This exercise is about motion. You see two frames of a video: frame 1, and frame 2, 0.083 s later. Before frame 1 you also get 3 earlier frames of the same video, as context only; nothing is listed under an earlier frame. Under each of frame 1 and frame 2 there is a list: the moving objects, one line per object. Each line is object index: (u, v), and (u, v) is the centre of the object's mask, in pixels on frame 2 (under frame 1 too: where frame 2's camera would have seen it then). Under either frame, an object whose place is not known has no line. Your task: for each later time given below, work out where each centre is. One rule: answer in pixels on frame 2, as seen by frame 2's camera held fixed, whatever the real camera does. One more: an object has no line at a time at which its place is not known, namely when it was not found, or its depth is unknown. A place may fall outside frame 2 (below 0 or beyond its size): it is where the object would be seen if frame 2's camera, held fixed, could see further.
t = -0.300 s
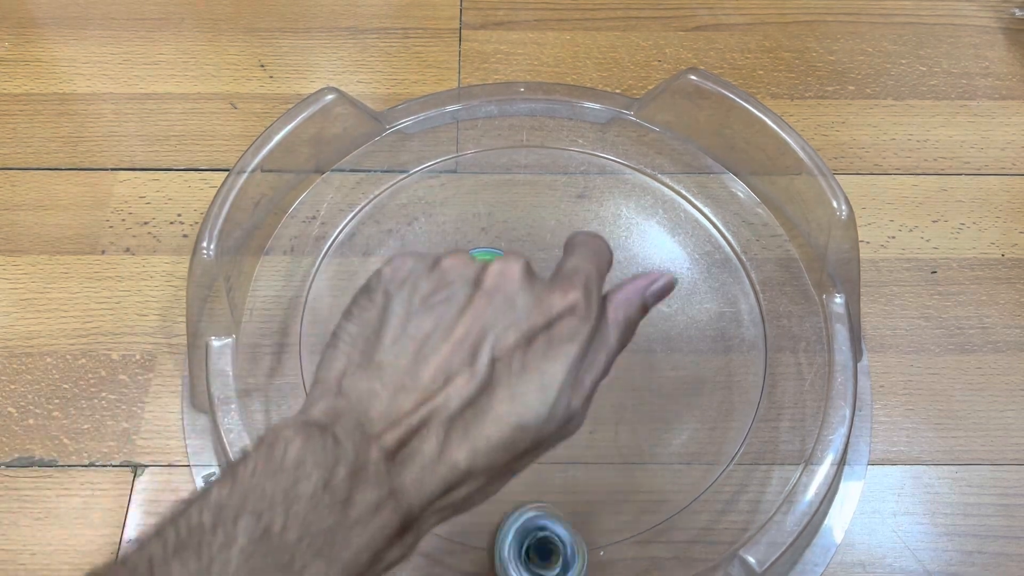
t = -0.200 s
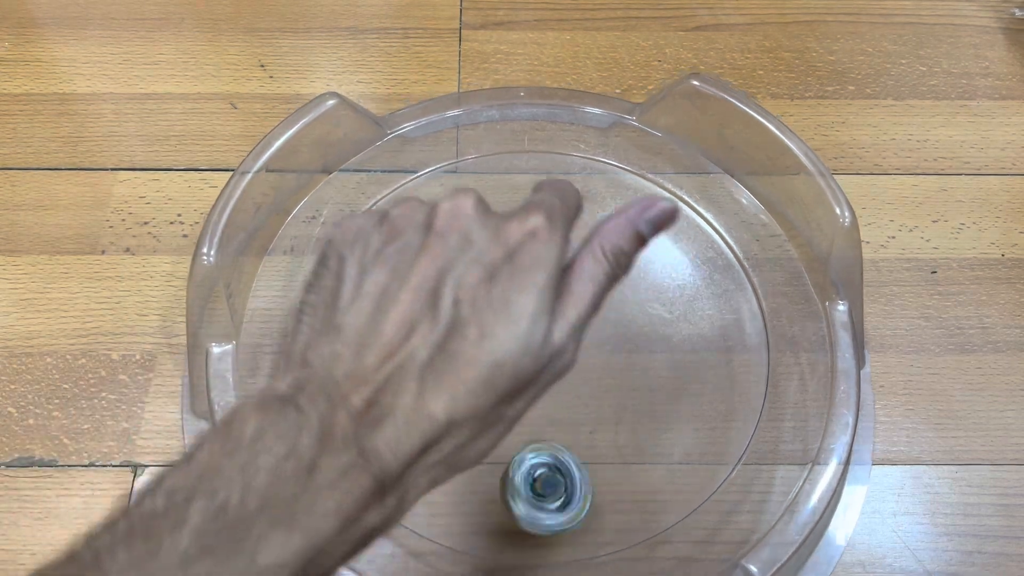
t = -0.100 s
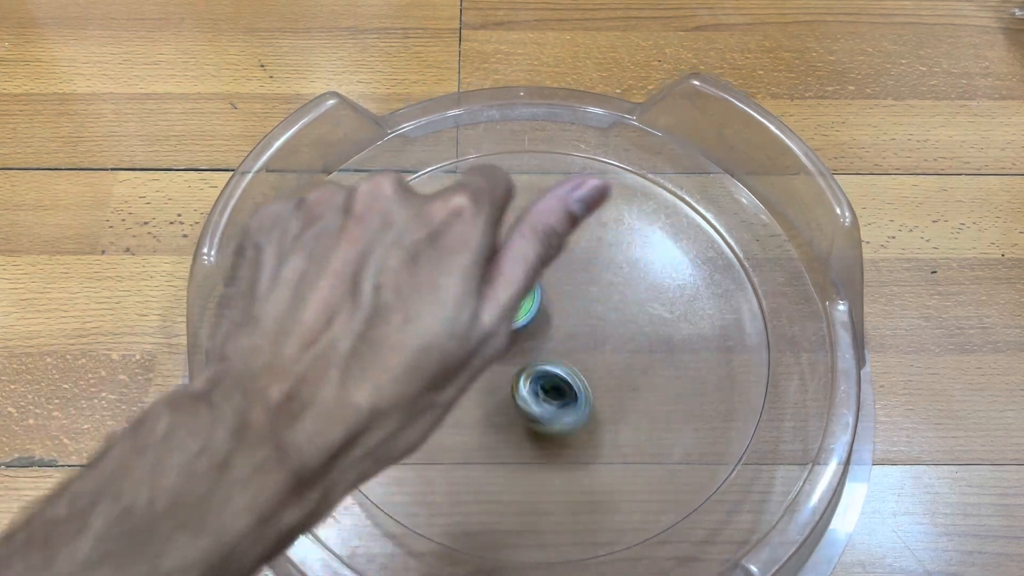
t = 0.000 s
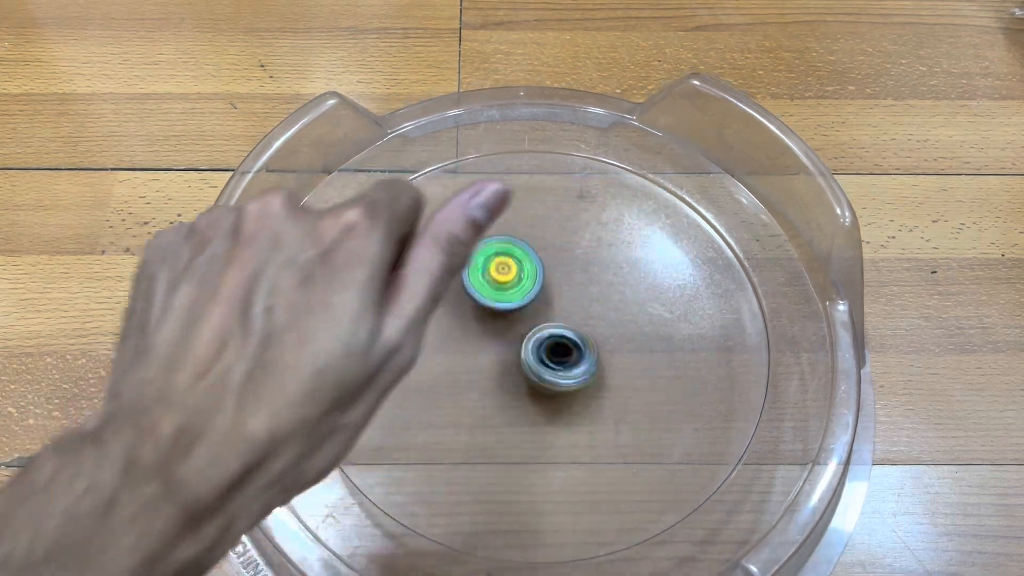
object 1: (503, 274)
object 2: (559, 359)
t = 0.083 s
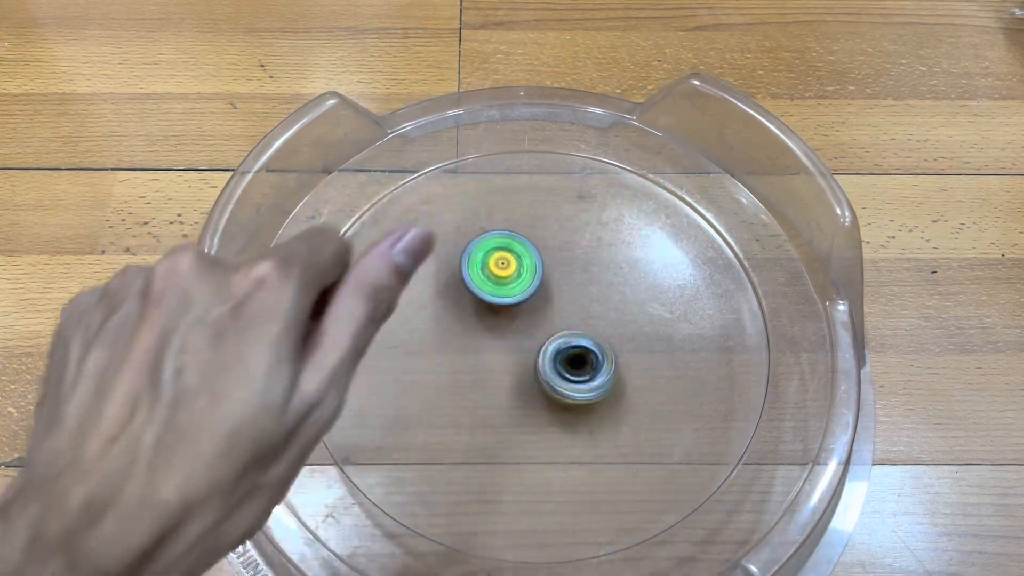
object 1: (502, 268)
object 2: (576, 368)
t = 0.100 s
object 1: (502, 268)
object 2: (581, 373)
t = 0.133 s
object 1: (501, 268)
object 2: (589, 383)
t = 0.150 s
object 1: (501, 267)
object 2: (592, 388)
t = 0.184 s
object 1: (501, 267)
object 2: (594, 399)
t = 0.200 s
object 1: (501, 266)
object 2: (594, 404)
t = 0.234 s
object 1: (501, 266)
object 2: (590, 411)
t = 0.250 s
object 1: (502, 267)
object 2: (586, 414)
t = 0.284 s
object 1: (503, 266)
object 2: (580, 415)
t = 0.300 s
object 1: (503, 266)
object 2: (575, 416)
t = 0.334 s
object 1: (504, 267)
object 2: (568, 414)
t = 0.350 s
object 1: (505, 267)
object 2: (563, 412)
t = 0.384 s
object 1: (506, 267)
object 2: (555, 405)
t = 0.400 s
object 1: (506, 267)
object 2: (550, 401)
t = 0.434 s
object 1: (508, 268)
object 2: (544, 390)
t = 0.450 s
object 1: (509, 269)
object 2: (541, 384)
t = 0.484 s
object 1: (511, 269)
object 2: (538, 370)
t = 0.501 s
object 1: (512, 270)
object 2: (537, 363)
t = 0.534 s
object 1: (514, 271)
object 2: (537, 350)
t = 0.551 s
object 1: (515, 270)
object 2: (539, 345)
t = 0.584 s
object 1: (516, 249)
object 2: (542, 354)
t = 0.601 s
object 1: (517, 242)
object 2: (543, 355)
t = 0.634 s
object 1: (517, 234)
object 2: (543, 357)
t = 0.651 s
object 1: (517, 233)
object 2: (543, 356)
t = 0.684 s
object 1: (518, 233)
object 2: (542, 356)
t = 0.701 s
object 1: (517, 233)
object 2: (543, 354)
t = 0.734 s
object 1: (516, 233)
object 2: (542, 351)
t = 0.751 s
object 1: (516, 234)
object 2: (542, 349)
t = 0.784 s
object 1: (515, 234)
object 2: (542, 345)
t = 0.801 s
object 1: (514, 234)
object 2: (542, 344)
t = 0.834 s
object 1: (512, 235)
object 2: (543, 340)
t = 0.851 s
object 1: (512, 236)
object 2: (543, 339)
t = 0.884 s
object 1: (511, 236)
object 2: (544, 334)
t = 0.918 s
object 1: (510, 237)
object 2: (545, 330)
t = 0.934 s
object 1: (509, 238)
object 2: (545, 328)
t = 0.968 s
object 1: (509, 240)
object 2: (547, 324)
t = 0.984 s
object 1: (509, 242)
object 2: (548, 323)
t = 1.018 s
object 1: (509, 244)
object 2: (550, 319)
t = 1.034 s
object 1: (509, 245)
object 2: (550, 319)
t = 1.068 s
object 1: (509, 248)
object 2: (551, 316)
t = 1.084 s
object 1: (510, 246)
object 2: (550, 318)
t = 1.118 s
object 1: (512, 243)
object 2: (546, 321)
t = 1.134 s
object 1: (513, 243)
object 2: (545, 324)
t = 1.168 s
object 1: (515, 246)
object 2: (542, 327)
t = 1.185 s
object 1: (515, 248)
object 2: (540, 327)
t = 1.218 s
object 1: (516, 249)
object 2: (535, 326)
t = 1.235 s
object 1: (517, 246)
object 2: (532, 331)
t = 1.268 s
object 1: (523, 232)
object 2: (527, 345)
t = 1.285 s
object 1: (524, 229)
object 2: (524, 351)
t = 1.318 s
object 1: (525, 227)
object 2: (514, 363)
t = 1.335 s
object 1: (525, 227)
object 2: (508, 367)
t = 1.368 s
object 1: (522, 230)
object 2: (492, 372)
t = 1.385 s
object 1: (520, 231)
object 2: (483, 373)
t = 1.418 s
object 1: (520, 233)
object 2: (465, 373)
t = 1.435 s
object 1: (520, 233)
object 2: (456, 371)
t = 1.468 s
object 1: (520, 235)
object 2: (442, 364)
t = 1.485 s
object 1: (520, 236)
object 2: (436, 359)
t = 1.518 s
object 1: (520, 237)
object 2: (426, 346)
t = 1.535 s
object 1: (520, 237)
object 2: (424, 340)
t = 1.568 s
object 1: (519, 240)
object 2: (425, 326)
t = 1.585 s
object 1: (520, 241)
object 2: (428, 320)
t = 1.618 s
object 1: (520, 243)
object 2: (438, 308)
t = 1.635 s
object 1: (520, 244)
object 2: (445, 304)
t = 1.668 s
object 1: (521, 246)
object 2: (462, 298)
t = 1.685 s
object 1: (528, 242)
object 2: (463, 300)
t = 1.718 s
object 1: (547, 233)
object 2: (464, 308)
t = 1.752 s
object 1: (559, 230)
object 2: (470, 314)
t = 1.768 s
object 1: (562, 230)
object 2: (474, 317)
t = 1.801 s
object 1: (564, 232)
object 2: (481, 324)
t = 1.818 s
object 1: (565, 234)
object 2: (485, 327)
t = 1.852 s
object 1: (567, 237)
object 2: (491, 337)
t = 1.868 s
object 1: (567, 238)
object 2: (494, 342)
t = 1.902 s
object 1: (568, 240)
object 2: (499, 353)
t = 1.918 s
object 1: (568, 241)
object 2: (501, 360)
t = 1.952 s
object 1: (569, 242)
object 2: (502, 371)
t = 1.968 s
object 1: (569, 243)
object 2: (501, 376)
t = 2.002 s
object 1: (570, 245)
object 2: (500, 385)
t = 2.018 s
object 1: (570, 246)
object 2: (499, 389)
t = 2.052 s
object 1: (571, 248)
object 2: (496, 392)
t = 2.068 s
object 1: (571, 249)
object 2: (494, 395)
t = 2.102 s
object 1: (572, 251)
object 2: (491, 396)
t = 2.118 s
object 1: (573, 252)
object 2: (491, 398)
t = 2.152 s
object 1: (573, 254)
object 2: (490, 397)
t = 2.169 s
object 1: (574, 255)
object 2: (489, 397)
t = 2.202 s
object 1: (574, 257)
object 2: (489, 395)
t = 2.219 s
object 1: (575, 259)
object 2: (489, 394)
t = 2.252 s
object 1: (579, 262)
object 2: (490, 390)
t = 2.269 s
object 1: (580, 264)
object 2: (492, 388)
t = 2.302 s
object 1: (581, 266)
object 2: (496, 383)
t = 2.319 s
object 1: (581, 267)
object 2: (498, 379)
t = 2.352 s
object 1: (582, 269)
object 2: (505, 374)
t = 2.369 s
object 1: (583, 270)
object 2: (508, 370)
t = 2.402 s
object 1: (583, 272)
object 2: (517, 365)
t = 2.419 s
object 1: (584, 274)
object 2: (522, 362)
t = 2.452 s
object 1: (585, 279)
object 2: (531, 356)
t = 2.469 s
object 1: (586, 283)
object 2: (537, 353)
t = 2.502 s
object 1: (595, 278)
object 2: (540, 359)
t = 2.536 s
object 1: (614, 260)
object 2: (532, 378)
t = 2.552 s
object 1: (621, 253)
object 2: (528, 385)
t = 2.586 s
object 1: (627, 245)
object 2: (521, 396)
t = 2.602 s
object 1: (627, 242)
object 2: (515, 400)
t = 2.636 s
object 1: (625, 242)
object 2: (507, 404)
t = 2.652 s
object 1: (623, 243)
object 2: (502, 404)
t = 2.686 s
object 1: (622, 246)
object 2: (495, 404)
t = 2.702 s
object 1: (621, 247)
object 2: (490, 402)
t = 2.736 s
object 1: (620, 248)
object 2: (485, 398)
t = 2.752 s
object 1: (619, 249)
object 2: (482, 395)
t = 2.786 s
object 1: (617, 250)
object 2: (479, 388)
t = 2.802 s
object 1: (616, 251)
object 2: (479, 385)
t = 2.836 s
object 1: (612, 253)
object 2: (479, 374)
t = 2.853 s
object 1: (610, 254)
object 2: (480, 371)
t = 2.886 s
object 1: (607, 257)
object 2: (485, 360)
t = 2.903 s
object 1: (606, 259)
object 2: (488, 355)
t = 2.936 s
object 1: (603, 263)
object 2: (497, 346)
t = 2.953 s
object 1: (602, 264)
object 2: (503, 342)
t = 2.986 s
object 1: (600, 267)
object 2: (515, 334)
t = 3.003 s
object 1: (598, 269)
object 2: (523, 332)
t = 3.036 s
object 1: (596, 272)
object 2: (538, 328)
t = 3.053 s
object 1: (608, 268)
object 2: (533, 329)
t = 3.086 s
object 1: (633, 262)
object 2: (518, 334)
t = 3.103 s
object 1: (643, 260)
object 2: (512, 334)
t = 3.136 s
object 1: (655, 258)
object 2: (502, 335)
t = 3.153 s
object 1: (657, 257)
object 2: (498, 333)
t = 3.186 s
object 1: (657, 257)
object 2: (493, 328)
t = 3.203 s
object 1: (656, 258)
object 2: (493, 323)
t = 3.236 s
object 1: (653, 260)
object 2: (496, 313)
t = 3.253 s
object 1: (650, 261)
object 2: (499, 308)
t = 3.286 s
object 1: (648, 263)
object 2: (508, 300)
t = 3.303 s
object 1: (646, 263)
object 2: (515, 296)
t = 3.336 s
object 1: (644, 264)
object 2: (526, 295)
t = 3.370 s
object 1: (641, 265)
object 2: (536, 295)
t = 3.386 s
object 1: (640, 265)
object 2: (541, 296)
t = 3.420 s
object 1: (637, 266)
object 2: (550, 300)
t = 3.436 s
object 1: (636, 266)
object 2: (553, 302)
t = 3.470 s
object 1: (632, 268)
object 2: (558, 310)
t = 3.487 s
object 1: (631, 268)
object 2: (559, 313)
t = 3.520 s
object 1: (627, 269)
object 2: (561, 321)
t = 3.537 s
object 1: (625, 270)
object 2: (560, 325)
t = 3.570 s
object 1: (621, 272)
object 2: (558, 332)
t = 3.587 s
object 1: (618, 273)
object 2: (556, 337)
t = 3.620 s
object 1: (614, 275)
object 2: (550, 344)
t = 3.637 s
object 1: (611, 276)
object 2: (546, 346)
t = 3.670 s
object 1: (606, 279)
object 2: (538, 348)
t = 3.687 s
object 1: (604, 280)
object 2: (534, 349)
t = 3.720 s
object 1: (599, 283)
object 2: (526, 348)
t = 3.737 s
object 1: (596, 285)
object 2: (522, 347)
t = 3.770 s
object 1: (590, 289)
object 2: (517, 344)
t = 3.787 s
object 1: (588, 291)
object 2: (515, 342)
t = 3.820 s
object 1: (583, 294)
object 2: (512, 337)
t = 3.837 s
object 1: (586, 295)
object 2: (506, 334)
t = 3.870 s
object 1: (602, 299)
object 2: (484, 325)
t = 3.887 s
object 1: (607, 300)
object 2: (475, 319)
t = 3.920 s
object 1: (610, 302)
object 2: (460, 308)
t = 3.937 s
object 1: (608, 304)
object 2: (456, 300)
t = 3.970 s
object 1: (605, 309)
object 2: (448, 285)
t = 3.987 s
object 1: (603, 312)
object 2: (449, 277)
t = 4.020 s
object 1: (600, 315)
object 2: (453, 262)
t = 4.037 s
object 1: (599, 316)
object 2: (458, 256)
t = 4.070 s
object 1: (596, 317)
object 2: (471, 245)
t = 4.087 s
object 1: (595, 317)
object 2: (479, 241)
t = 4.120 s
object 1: (592, 319)
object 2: (497, 239)
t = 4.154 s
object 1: (588, 320)
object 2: (515, 242)
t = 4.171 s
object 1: (587, 321)
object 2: (524, 246)
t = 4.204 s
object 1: (583, 324)
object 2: (539, 257)
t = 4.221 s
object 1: (581, 328)
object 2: (545, 260)
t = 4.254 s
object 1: (575, 353)
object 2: (560, 248)
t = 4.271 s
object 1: (573, 362)
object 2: (568, 245)
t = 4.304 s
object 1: (570, 377)
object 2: (579, 243)
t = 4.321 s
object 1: (569, 383)
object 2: (584, 243)
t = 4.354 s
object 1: (568, 391)
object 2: (595, 247)
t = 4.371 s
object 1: (566, 393)
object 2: (601, 251)
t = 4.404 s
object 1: (564, 396)
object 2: (611, 262)
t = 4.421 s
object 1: (563, 398)
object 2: (613, 269)
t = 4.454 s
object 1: (561, 400)
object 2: (616, 284)
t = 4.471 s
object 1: (560, 401)
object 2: (615, 291)
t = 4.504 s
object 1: (558, 403)
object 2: (609, 306)
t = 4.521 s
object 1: (556, 404)
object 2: (604, 314)
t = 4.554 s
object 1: (553, 405)
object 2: (591, 328)
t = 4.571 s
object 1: (552, 406)
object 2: (580, 334)
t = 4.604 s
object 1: (534, 430)
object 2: (573, 320)
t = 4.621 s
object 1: (522, 446)
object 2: (574, 309)
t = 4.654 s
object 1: (503, 469)
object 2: (576, 290)
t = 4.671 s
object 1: (496, 478)
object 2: (579, 281)
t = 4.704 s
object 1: (487, 490)
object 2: (586, 265)
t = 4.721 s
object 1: (484, 493)
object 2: (592, 258)
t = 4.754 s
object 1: (481, 497)
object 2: (605, 247)
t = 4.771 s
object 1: (479, 499)
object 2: (612, 243)
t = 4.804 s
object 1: (475, 501)
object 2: (629, 240)
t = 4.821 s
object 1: (473, 503)
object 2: (636, 241)
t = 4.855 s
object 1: (469, 505)
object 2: (646, 248)
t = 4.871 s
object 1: (467, 506)
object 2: (649, 254)
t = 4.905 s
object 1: (462, 508)
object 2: (650, 266)
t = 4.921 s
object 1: (460, 508)
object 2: (648, 270)
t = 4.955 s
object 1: (457, 509)
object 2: (640, 280)
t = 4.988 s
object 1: (454, 508)
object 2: (629, 290)
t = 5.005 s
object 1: (453, 507)
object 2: (624, 293)
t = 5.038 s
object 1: (451, 504)
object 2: (609, 300)
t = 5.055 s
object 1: (451, 502)
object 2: (600, 303)
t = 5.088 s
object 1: (448, 499)
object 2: (581, 307)
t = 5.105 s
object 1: (446, 497)
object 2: (571, 308)
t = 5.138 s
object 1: (442, 493)
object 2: (552, 307)
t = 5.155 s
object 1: (440, 492)
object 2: (543, 306)
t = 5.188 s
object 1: (437, 489)
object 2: (522, 301)
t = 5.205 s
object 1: (436, 488)
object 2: (510, 296)
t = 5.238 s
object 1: (433, 485)
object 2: (493, 284)
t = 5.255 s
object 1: (432, 482)
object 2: (487, 277)
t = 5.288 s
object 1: (430, 477)
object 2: (476, 260)
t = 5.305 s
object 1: (429, 474)
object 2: (472, 252)
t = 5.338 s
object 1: (427, 469)
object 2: (470, 234)
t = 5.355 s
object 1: (427, 466)
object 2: (470, 226)
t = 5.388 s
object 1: (425, 461)
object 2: (477, 211)
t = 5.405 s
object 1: (425, 458)
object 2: (483, 206)
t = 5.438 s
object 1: (424, 452)
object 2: (497, 199)
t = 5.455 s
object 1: (424, 450)
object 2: (504, 198)
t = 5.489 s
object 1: (425, 443)
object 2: (520, 203)
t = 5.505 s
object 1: (426, 440)
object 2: (528, 209)
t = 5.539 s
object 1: (427, 433)
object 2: (538, 224)
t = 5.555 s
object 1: (428, 429)
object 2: (542, 233)
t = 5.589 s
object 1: (430, 423)
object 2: (546, 252)
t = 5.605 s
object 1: (433, 420)
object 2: (545, 261)
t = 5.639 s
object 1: (438, 414)
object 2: (541, 281)
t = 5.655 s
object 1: (440, 412)
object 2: (538, 291)
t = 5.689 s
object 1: (445, 404)
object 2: (528, 308)
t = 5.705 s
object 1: (448, 400)
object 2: (520, 316)
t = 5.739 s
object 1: (451, 390)
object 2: (505, 331)
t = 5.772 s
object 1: (414, 391)
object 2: (528, 330)
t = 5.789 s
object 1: (397, 390)
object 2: (541, 332)
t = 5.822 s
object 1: (369, 388)
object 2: (564, 335)
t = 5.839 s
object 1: (359, 387)
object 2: (572, 337)
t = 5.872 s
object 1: (351, 382)
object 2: (585, 342)
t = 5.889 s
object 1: (351, 380)
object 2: (588, 345)
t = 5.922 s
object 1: (354, 376)
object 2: (591, 353)
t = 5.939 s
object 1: (355, 374)
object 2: (591, 359)
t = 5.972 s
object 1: (360, 371)
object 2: (592, 372)
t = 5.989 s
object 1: (363, 370)
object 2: (592, 379)
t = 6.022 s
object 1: (369, 368)
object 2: (589, 397)
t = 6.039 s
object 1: (372, 367)
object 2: (585, 405)
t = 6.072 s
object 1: (379, 364)
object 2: (573, 425)
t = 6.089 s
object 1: (383, 362)
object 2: (563, 433)
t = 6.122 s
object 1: (390, 359)
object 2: (540, 445)
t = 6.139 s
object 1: (393, 357)
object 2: (525, 447)
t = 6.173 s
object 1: (400, 352)
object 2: (498, 447)
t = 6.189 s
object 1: (403, 350)
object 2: (484, 443)
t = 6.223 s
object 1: (410, 345)
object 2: (461, 428)
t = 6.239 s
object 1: (414, 343)
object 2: (451, 419)
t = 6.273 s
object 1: (415, 317)
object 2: (447, 420)
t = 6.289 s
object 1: (415, 304)
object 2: (447, 420)
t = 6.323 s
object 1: (420, 282)
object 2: (446, 412)
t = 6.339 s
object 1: (424, 275)
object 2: (446, 407)
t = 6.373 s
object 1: (433, 265)
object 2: (450, 395)
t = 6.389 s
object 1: (437, 262)
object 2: (454, 390)
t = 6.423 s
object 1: (445, 259)
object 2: (466, 378)
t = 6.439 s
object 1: (448, 257)
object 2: (472, 374)
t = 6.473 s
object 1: (454, 253)
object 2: (488, 366)
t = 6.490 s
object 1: (458, 251)
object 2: (495, 363)
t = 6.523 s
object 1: (464, 247)
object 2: (511, 360)
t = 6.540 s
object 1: (467, 246)
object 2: (519, 357)
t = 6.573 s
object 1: (473, 242)
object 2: (537, 357)
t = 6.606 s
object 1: (480, 240)
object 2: (554, 358)
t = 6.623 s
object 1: (483, 238)
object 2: (562, 360)
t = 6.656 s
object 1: (490, 236)
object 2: (578, 364)
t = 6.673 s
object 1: (494, 235)
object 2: (585, 366)
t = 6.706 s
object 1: (501, 234)
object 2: (598, 373)
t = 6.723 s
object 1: (504, 233)
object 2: (602, 377)
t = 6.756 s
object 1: (511, 232)
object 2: (611, 385)
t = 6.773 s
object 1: (515, 232)
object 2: (614, 389)
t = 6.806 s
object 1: (523, 231)
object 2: (616, 399)
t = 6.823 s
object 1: (526, 231)
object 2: (617, 404)
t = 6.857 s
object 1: (534, 231)
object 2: (613, 411)
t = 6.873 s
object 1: (537, 232)
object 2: (609, 415)
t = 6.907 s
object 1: (544, 233)
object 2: (599, 419)
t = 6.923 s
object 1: (548, 233)
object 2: (594, 418)
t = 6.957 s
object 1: (555, 235)
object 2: (580, 415)
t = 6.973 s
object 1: (558, 236)
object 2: (577, 411)
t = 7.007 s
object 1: (566, 238)
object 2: (568, 403)
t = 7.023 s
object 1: (569, 239)
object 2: (563, 397)
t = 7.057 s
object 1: (575, 242)
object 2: (557, 386)
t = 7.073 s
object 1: (579, 244)
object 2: (554, 378)
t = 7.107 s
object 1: (585, 247)
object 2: (551, 363)
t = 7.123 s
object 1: (588, 249)
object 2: (552, 357)
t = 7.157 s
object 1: (595, 252)
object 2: (553, 343)
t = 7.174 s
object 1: (598, 254)
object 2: (555, 337)
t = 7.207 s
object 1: (603, 258)
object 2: (560, 324)
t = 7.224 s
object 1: (607, 258)
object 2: (562, 321)
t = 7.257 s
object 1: (617, 257)
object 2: (559, 319)
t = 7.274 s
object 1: (621, 258)
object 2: (558, 318)
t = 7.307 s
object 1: (625, 263)
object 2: (561, 315)
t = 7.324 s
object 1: (626, 266)
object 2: (561, 313)
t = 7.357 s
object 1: (634, 269)
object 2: (559, 313)
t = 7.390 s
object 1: (638, 273)
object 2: (555, 313)
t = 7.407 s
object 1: (640, 275)
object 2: (553, 312)
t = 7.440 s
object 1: (645, 284)
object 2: (548, 311)
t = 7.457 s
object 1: (647, 287)
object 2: (547, 311)
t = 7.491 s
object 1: (649, 293)
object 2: (543, 310)
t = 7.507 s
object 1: (650, 295)
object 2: (540, 309)
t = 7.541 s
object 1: (652, 301)
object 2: (537, 308)
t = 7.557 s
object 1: (653, 304)
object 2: (535, 307)
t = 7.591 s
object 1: (654, 311)
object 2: (531, 306)
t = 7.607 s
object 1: (655, 314)
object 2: (529, 305)
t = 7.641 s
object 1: (655, 320)
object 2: (525, 304)
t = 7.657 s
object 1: (655, 323)
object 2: (524, 304)
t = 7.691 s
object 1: (654, 330)
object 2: (521, 302)
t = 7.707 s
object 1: (654, 333)
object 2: (519, 302)
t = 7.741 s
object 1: (652, 339)
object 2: (517, 301)
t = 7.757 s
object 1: (651, 342)
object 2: (516, 300)
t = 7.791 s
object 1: (648, 349)
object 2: (515, 300)
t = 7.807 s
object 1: (647, 352)
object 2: (514, 299)
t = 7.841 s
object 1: (644, 358)
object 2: (513, 299)
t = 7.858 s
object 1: (642, 361)
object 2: (512, 299)
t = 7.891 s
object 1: (638, 366)
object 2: (511, 299)
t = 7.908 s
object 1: (636, 370)
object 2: (511, 299)
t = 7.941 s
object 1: (631, 375)
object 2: (511, 300)
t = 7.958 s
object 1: (628, 378)
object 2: (510, 300)
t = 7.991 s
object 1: (622, 382)
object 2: (510, 302)
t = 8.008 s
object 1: (619, 385)
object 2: (510, 303)
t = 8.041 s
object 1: (613, 389)
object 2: (511, 306)
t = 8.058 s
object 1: (610, 391)
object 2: (510, 307)
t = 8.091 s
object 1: (603, 395)
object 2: (510, 310)
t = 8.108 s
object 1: (599, 396)
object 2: (511, 312)
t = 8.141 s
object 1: (592, 399)
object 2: (511, 315)
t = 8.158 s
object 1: (588, 400)
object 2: (511, 317)
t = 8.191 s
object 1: (580, 403)
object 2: (510, 320)
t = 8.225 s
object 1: (572, 404)
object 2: (510, 324)
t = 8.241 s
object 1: (568, 405)
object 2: (510, 326)
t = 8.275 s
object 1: (559, 406)
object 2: (509, 330)
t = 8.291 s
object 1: (556, 406)
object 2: (508, 332)
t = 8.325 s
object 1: (547, 406)
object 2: (507, 336)
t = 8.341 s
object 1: (543, 406)
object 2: (506, 338)
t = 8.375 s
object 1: (537, 410)
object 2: (502, 335)
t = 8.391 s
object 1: (535, 416)
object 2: (498, 329)
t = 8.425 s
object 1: (530, 423)
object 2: (494, 319)
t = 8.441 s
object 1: (526, 423)
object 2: (494, 315)
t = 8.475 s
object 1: (520, 421)
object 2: (495, 306)
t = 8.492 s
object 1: (516, 420)
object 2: (496, 301)
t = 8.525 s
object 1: (508, 418)
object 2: (500, 294)
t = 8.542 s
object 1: (505, 416)
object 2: (502, 292)
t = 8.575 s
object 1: (498, 413)
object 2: (508, 287)
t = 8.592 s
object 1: (495, 411)
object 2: (511, 287)
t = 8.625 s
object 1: (488, 407)
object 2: (521, 286)
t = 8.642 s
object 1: (485, 405)
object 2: (525, 286)
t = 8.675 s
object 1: (479, 400)
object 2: (533, 290)
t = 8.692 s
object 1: (476, 398)
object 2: (536, 293)
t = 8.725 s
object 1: (470, 393)
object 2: (542, 299)
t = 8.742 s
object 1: (468, 391)
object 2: (544, 303)
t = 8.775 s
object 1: (462, 385)
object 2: (548, 312)
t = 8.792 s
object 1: (460, 382)
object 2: (548, 317)
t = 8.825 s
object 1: (456, 376)
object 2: (545, 326)
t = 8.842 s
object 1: (454, 373)
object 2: (544, 330)
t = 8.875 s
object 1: (451, 366)
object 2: (537, 337)
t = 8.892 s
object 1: (450, 363)
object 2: (533, 341)
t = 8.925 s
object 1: (440, 358)
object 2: (532, 344)
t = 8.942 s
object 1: (434, 356)
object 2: (532, 346)
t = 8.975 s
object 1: (430, 349)
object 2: (530, 347)
